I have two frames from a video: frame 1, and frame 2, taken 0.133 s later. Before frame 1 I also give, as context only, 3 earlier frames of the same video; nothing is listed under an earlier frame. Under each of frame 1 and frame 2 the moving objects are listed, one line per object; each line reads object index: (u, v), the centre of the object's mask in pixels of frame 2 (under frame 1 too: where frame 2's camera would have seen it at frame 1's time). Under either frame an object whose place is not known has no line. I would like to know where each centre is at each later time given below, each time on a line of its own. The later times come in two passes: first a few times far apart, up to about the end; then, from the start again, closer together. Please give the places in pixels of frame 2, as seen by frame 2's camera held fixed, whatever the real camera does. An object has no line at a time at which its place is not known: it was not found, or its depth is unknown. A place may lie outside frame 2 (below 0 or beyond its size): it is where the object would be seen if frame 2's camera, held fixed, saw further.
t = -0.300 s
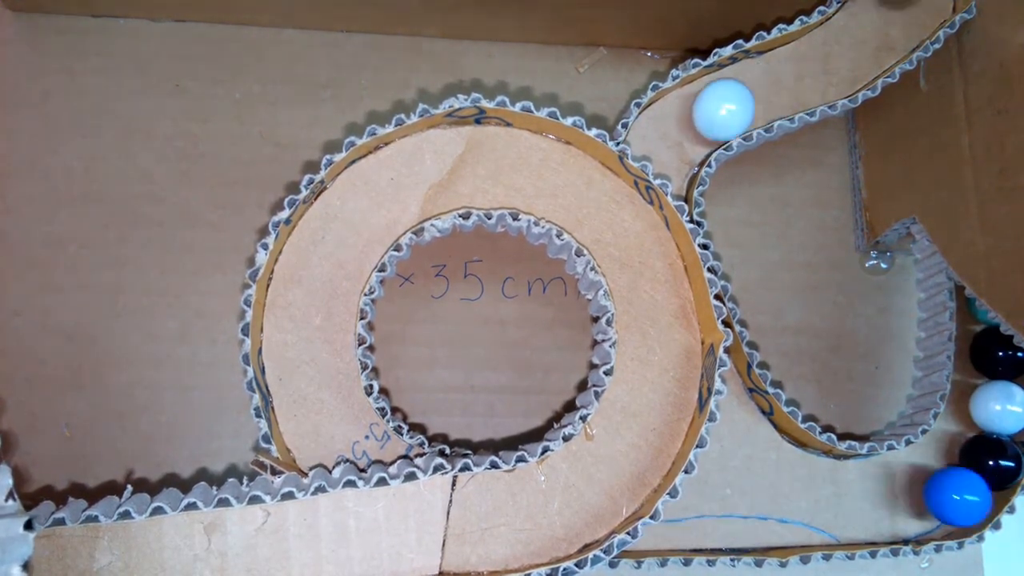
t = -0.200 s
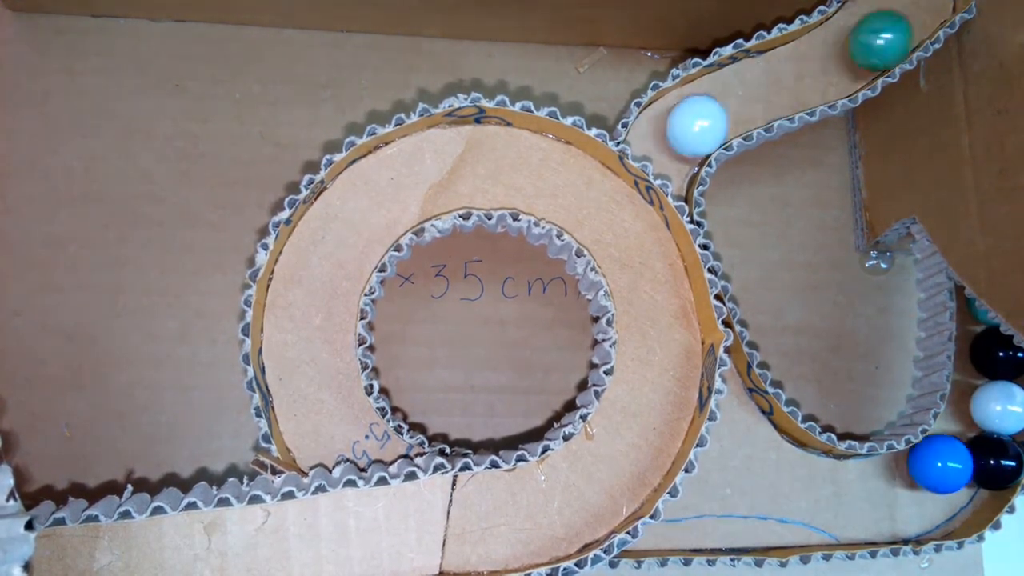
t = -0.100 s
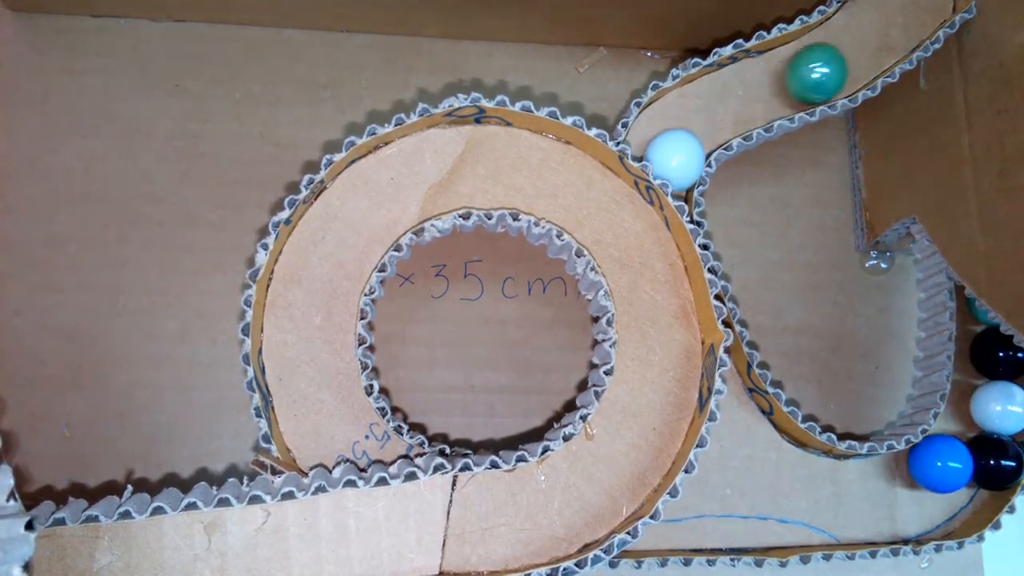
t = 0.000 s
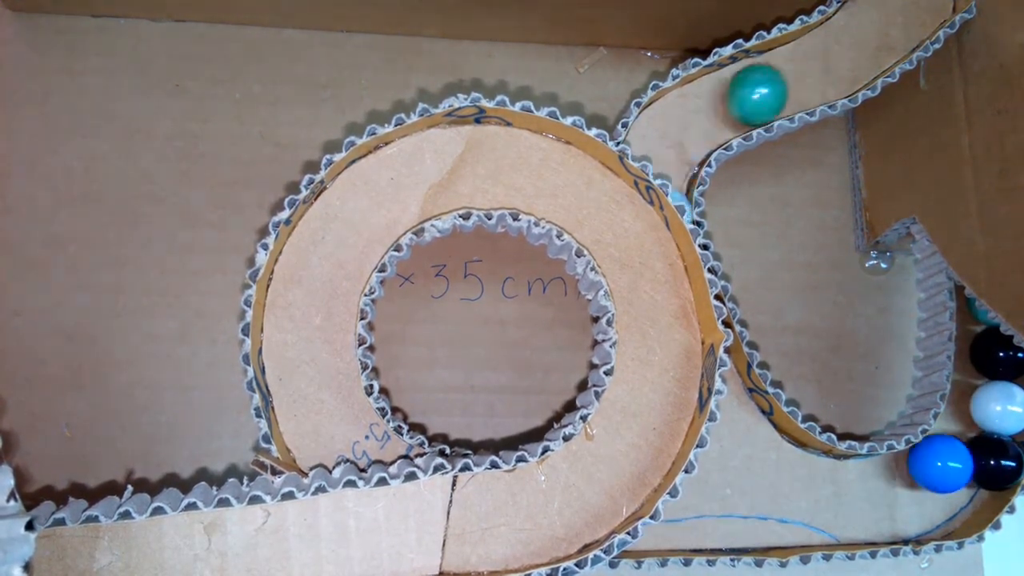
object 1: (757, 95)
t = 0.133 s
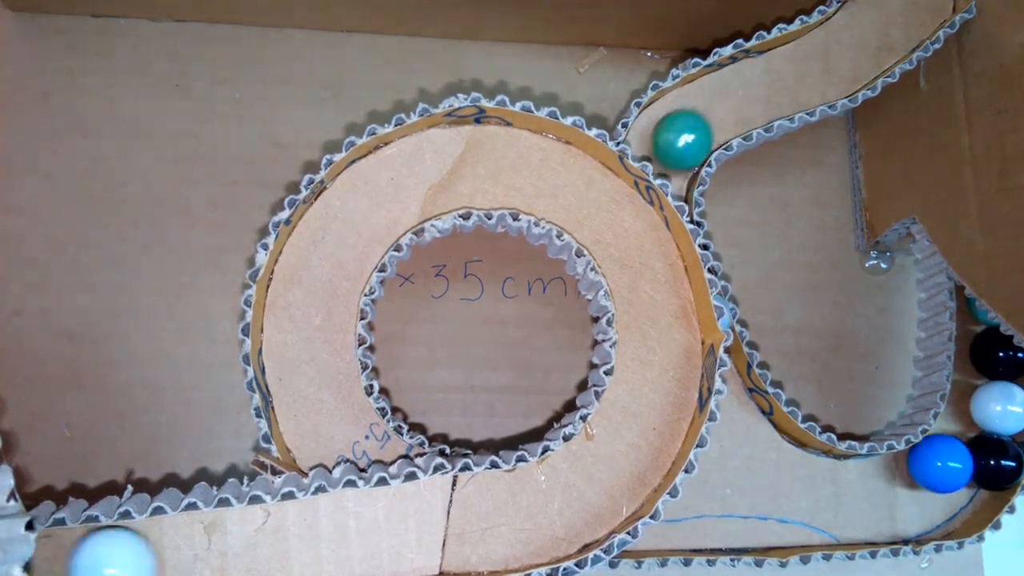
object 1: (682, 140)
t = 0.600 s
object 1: (817, 516)
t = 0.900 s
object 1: (859, 488)
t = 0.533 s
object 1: (759, 453)
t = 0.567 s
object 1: (787, 491)
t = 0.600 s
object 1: (817, 516)
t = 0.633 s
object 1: (839, 492)
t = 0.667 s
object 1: (859, 489)
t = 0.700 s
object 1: (858, 492)
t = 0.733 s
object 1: (858, 494)
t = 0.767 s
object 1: (858, 494)
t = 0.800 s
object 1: (858, 493)
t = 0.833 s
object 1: (858, 493)
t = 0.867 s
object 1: (859, 490)
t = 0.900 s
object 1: (859, 488)
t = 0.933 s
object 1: (860, 485)
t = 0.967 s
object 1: (860, 485)
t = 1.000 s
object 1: (860, 485)
